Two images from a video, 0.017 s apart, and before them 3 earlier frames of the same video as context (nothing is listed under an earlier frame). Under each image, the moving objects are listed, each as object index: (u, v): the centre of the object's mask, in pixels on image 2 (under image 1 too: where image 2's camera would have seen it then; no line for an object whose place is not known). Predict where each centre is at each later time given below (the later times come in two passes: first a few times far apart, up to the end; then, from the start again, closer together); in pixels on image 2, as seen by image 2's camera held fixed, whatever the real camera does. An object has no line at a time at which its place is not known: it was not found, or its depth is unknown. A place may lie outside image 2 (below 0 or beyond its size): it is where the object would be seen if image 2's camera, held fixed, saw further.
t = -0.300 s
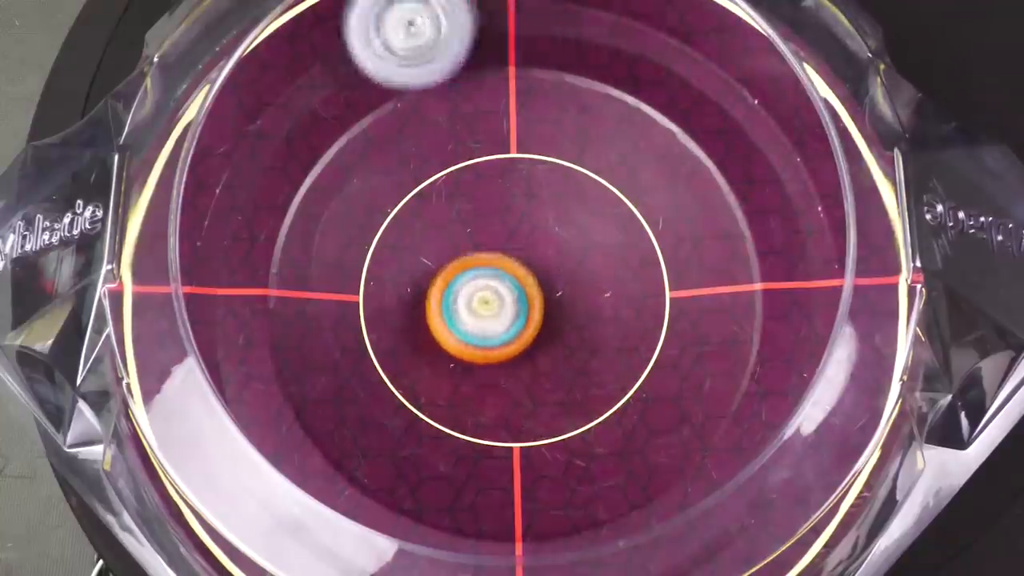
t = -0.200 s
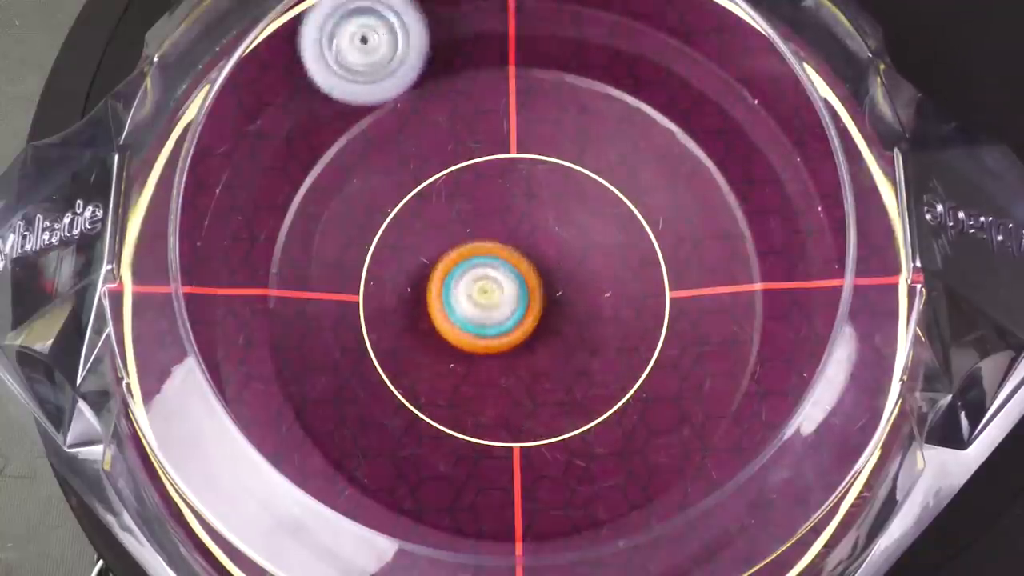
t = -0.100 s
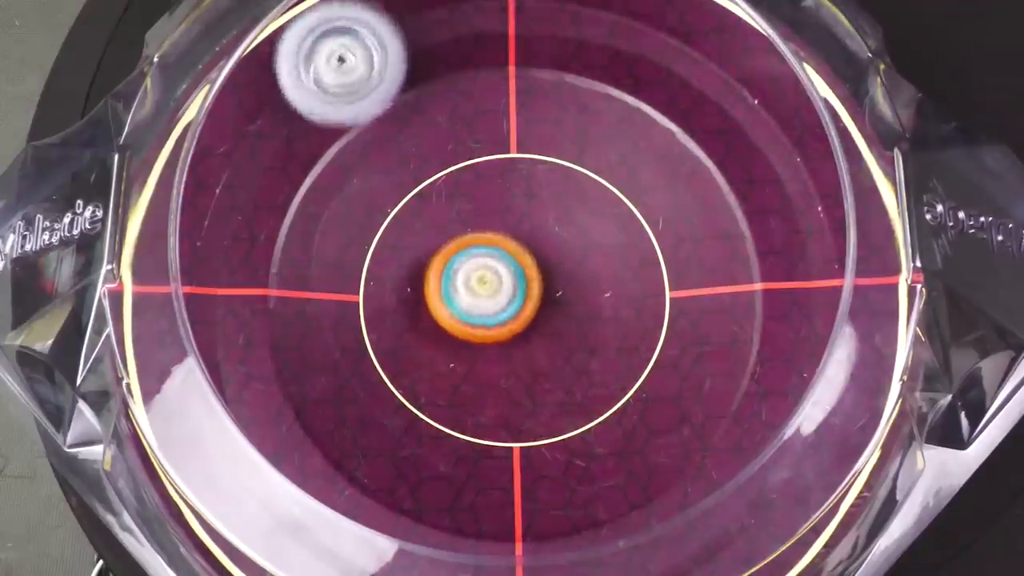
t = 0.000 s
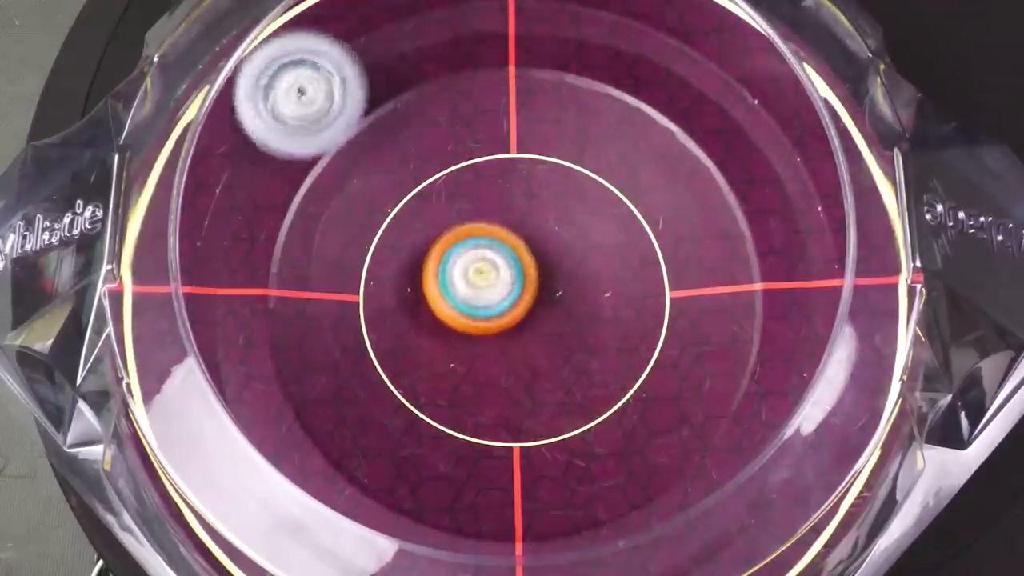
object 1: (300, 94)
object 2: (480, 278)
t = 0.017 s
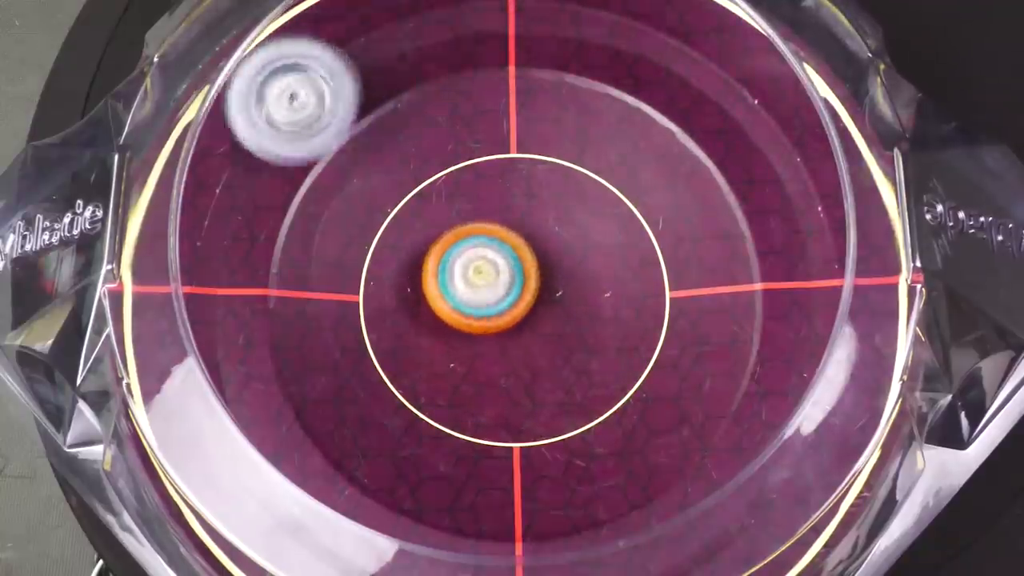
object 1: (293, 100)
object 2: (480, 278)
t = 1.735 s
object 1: (610, 543)
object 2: (547, 290)
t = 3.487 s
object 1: (564, 446)
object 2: (390, 190)
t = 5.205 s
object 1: (432, 238)
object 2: (553, 321)
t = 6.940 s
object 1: (429, 303)
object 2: (560, 276)
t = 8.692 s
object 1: (549, 329)
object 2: (447, 211)
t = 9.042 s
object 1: (573, 289)
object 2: (438, 251)
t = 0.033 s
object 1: (286, 106)
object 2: (480, 276)
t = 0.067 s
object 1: (273, 117)
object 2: (479, 274)
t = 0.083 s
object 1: (268, 123)
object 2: (479, 273)
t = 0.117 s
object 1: (263, 133)
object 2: (478, 271)
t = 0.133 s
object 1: (262, 137)
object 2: (479, 270)
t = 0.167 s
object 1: (258, 145)
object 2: (478, 268)
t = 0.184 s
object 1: (256, 150)
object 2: (478, 269)
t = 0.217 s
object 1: (250, 163)
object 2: (479, 266)
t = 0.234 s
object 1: (247, 172)
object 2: (479, 266)
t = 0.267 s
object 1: (241, 187)
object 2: (480, 265)
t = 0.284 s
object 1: (237, 195)
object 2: (480, 264)
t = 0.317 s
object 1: (228, 212)
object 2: (483, 264)
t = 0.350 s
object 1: (221, 229)
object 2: (483, 263)
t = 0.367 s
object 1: (217, 236)
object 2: (485, 262)
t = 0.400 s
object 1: (212, 253)
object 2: (485, 261)
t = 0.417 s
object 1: (210, 261)
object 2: (487, 261)
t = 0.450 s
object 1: (207, 275)
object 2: (488, 260)
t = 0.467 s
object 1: (207, 281)
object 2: (489, 261)
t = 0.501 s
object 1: (209, 294)
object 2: (491, 259)
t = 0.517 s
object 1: (210, 300)
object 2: (491, 259)
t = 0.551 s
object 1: (210, 316)
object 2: (494, 259)
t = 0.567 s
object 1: (212, 323)
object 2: (494, 259)
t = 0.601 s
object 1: (212, 340)
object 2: (497, 258)
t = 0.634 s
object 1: (212, 358)
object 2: (499, 258)
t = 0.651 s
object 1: (214, 366)
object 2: (500, 258)
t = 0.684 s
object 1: (218, 380)
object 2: (502, 258)
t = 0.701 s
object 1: (220, 387)
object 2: (504, 258)
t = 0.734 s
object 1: (225, 402)
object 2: (506, 257)
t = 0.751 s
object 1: (228, 408)
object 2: (508, 258)
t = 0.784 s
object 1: (236, 422)
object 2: (510, 257)
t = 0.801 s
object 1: (240, 430)
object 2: (511, 257)
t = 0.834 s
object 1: (248, 441)
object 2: (514, 257)
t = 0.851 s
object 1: (252, 448)
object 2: (514, 257)
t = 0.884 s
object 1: (260, 461)
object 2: (517, 257)
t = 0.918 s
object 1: (270, 475)
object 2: (519, 257)
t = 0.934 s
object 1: (279, 463)
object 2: (520, 257)
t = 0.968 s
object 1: (288, 495)
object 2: (521, 257)
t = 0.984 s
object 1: (294, 502)
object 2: (523, 257)
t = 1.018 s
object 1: (307, 510)
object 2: (524, 258)
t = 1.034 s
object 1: (313, 513)
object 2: (526, 258)
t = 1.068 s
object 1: (323, 518)
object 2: (526, 258)
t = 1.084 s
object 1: (329, 521)
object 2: (528, 259)
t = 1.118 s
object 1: (342, 527)
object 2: (529, 259)
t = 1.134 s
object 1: (349, 530)
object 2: (530, 260)
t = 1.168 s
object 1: (363, 535)
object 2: (532, 260)
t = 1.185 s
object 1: (369, 536)
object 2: (532, 261)
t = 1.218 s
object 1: (382, 538)
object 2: (534, 262)
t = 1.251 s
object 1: (395, 540)
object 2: (536, 263)
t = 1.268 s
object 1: (402, 541)
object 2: (536, 263)
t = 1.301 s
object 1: (419, 544)
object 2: (537, 266)
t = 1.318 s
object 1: (425, 545)
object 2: (538, 266)
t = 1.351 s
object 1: (441, 548)
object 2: (538, 268)
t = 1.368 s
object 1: (450, 548)
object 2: (539, 268)
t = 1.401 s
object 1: (462, 549)
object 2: (539, 271)
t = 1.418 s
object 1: (467, 549)
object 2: (541, 271)
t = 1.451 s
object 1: (483, 549)
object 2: (541, 273)
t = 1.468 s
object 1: (491, 549)
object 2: (542, 274)
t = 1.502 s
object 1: (508, 550)
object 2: (542, 275)
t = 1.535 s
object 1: (525, 550)
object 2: (544, 277)
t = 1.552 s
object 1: (533, 550)
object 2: (543, 278)
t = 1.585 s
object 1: (549, 550)
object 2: (545, 281)
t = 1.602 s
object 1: (556, 550)
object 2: (545, 281)
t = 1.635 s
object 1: (571, 549)
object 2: (546, 284)
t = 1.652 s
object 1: (576, 549)
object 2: (546, 285)
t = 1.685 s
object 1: (590, 547)
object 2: (547, 287)
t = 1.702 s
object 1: (596, 546)
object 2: (547, 287)
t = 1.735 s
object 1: (610, 543)
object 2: (547, 290)
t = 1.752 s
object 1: (618, 542)
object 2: (547, 290)
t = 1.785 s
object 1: (634, 543)
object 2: (547, 293)
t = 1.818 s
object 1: (647, 540)
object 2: (546, 294)
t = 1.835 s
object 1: (652, 539)
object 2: (547, 295)
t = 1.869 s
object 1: (665, 536)
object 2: (546, 296)
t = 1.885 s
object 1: (671, 533)
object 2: (546, 298)
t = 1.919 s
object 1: (684, 530)
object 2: (545, 298)
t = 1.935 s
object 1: (689, 529)
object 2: (545, 300)
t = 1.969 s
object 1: (701, 525)
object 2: (545, 301)
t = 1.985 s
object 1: (707, 522)
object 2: (544, 302)
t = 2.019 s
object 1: (718, 516)
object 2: (544, 303)
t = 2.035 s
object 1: (723, 515)
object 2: (543, 305)
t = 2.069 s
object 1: (733, 508)
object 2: (543, 305)
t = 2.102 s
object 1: (741, 500)
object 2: (542, 307)
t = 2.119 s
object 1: (745, 495)
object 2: (541, 308)
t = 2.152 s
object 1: (751, 485)
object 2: (541, 309)
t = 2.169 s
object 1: (754, 481)
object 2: (540, 310)
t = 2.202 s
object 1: (760, 472)
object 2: (539, 311)
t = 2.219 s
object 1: (763, 466)
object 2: (538, 311)
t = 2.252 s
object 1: (767, 457)
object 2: (537, 313)
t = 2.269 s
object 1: (771, 455)
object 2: (536, 313)
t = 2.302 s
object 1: (771, 441)
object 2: (534, 315)
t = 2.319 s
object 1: (773, 437)
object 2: (533, 315)
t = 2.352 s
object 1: (776, 426)
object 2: (532, 316)
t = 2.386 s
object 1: (778, 414)
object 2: (529, 316)
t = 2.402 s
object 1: (779, 409)
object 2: (529, 317)
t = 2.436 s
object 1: (776, 396)
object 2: (527, 318)
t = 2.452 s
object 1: (767, 379)
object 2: (527, 319)
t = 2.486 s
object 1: (769, 370)
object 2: (524, 318)
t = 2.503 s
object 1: (770, 367)
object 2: (524, 319)
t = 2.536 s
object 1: (772, 358)
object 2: (522, 319)
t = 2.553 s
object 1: (773, 353)
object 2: (521, 320)
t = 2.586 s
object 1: (773, 346)
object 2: (519, 319)
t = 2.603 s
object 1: (773, 340)
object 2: (518, 320)
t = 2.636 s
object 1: (773, 331)
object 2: (516, 319)
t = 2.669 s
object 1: (772, 321)
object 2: (515, 320)
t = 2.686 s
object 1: (772, 316)
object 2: (514, 319)
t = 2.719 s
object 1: (768, 305)
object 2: (513, 320)
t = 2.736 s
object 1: (765, 302)
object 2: (512, 319)
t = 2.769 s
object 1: (755, 297)
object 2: (510, 319)
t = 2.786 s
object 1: (749, 297)
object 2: (509, 319)
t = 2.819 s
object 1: (731, 297)
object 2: (508, 318)
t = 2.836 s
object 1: (720, 299)
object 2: (507, 318)
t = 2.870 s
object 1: (696, 305)
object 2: (506, 317)
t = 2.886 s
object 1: (684, 309)
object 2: (504, 317)
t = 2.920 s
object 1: (656, 317)
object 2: (504, 316)
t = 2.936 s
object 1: (641, 320)
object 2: (502, 315)
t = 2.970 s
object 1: (612, 326)
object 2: (497, 314)
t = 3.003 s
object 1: (602, 331)
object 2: (482, 309)
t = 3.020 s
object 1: (599, 338)
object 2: (474, 305)
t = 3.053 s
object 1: (591, 351)
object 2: (459, 295)
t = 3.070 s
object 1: (585, 355)
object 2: (454, 290)
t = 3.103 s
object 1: (570, 360)
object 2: (447, 286)
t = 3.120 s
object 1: (562, 362)
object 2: (445, 285)
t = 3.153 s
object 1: (543, 360)
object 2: (445, 285)
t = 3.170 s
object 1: (537, 357)
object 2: (444, 286)
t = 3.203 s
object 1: (550, 374)
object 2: (425, 258)
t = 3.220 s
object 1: (556, 385)
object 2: (415, 244)
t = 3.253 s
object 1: (567, 401)
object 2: (401, 218)
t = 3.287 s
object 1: (573, 415)
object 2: (392, 200)
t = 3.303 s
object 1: (575, 422)
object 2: (389, 193)
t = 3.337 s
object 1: (579, 433)
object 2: (387, 185)
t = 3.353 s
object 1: (581, 438)
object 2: (386, 184)
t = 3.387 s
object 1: (581, 445)
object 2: (386, 184)
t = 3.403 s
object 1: (579, 448)
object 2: (386, 184)
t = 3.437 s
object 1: (576, 450)
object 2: (386, 186)
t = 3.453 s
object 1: (573, 450)
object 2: (387, 187)
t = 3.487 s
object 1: (564, 446)
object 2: (390, 190)
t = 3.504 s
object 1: (559, 440)
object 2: (391, 191)
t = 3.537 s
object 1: (551, 427)
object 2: (395, 193)
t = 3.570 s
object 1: (545, 409)
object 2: (400, 196)
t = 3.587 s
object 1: (542, 399)
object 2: (402, 198)
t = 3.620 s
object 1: (538, 378)
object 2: (407, 201)
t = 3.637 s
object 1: (537, 369)
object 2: (411, 203)
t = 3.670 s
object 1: (532, 347)
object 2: (417, 207)
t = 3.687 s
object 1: (531, 335)
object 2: (421, 209)
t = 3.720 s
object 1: (530, 311)
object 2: (428, 214)
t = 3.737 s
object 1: (529, 300)
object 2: (431, 216)
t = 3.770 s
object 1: (537, 280)
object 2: (436, 219)
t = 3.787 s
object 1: (543, 273)
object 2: (434, 220)
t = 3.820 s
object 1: (558, 264)
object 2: (434, 223)
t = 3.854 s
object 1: (571, 255)
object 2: (438, 227)
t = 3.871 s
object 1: (578, 251)
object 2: (442, 231)
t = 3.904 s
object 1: (590, 245)
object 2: (448, 236)
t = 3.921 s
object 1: (595, 242)
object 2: (452, 238)
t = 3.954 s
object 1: (605, 238)
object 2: (460, 245)
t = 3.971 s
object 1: (609, 236)
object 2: (463, 249)
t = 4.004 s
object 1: (616, 232)
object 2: (471, 255)
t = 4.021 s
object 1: (620, 230)
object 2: (476, 258)
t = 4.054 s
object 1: (626, 227)
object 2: (485, 263)
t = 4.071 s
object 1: (628, 226)
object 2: (489, 265)
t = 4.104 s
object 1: (631, 225)
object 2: (497, 269)
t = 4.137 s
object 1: (631, 224)
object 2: (504, 273)
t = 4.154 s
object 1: (630, 223)
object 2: (507, 274)
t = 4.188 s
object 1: (629, 222)
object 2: (515, 276)
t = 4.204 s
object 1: (628, 223)
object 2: (517, 279)
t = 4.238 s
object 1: (632, 219)
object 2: (511, 286)
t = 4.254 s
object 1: (633, 216)
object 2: (510, 291)
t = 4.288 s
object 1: (633, 214)
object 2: (508, 298)
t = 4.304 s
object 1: (631, 213)
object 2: (508, 301)
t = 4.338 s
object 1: (626, 215)
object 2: (512, 306)
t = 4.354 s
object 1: (622, 217)
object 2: (514, 309)
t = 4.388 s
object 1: (610, 221)
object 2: (519, 313)
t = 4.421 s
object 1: (604, 219)
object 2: (515, 323)
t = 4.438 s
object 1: (606, 216)
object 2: (508, 330)
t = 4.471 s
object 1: (606, 211)
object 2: (497, 343)
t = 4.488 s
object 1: (606, 208)
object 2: (493, 350)
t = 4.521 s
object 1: (604, 204)
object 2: (489, 362)
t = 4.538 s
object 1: (602, 203)
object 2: (489, 367)
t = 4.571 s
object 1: (598, 202)
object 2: (492, 376)
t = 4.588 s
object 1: (595, 203)
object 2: (495, 380)
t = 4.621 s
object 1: (587, 205)
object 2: (505, 386)
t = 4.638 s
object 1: (584, 207)
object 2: (511, 389)
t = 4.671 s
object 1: (574, 213)
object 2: (520, 391)
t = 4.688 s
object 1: (568, 216)
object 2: (524, 391)
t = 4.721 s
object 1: (554, 222)
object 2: (530, 390)
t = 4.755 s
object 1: (540, 227)
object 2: (536, 387)
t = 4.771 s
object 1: (532, 230)
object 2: (539, 385)
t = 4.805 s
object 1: (517, 235)
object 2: (543, 382)
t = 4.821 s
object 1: (508, 238)
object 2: (546, 380)
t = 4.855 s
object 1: (494, 241)
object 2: (550, 376)
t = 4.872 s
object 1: (489, 243)
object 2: (552, 374)
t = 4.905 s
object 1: (476, 245)
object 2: (555, 370)
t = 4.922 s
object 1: (470, 246)
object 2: (557, 367)
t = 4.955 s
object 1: (461, 245)
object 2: (559, 362)
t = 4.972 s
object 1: (456, 245)
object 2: (560, 359)
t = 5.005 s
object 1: (449, 245)
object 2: (561, 354)
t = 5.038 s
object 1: (443, 244)
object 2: (562, 348)
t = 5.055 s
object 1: (439, 243)
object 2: (561, 345)
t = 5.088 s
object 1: (436, 241)
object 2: (561, 340)
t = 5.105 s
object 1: (435, 241)
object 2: (560, 337)
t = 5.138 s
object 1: (431, 239)
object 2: (558, 332)
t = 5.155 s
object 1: (431, 239)
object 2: (557, 329)
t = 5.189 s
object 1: (431, 238)
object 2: (554, 324)
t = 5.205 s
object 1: (432, 238)
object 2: (553, 321)
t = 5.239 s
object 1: (436, 239)
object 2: (550, 317)
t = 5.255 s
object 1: (440, 240)
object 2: (548, 314)
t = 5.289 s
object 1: (448, 245)
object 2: (548, 313)
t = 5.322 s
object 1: (439, 242)
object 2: (564, 320)
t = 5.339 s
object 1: (435, 238)
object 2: (569, 322)
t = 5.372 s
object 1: (430, 233)
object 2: (579, 324)
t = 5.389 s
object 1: (427, 232)
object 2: (583, 324)
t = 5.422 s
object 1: (426, 227)
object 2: (585, 320)
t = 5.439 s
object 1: (428, 227)
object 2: (584, 317)
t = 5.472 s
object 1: (432, 228)
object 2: (583, 311)
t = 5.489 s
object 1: (436, 230)
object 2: (583, 309)
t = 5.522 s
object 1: (445, 235)
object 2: (581, 303)
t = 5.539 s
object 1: (450, 238)
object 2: (578, 301)
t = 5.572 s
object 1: (462, 246)
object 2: (576, 296)
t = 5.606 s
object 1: (463, 254)
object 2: (582, 296)
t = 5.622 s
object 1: (459, 257)
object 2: (589, 296)
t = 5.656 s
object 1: (455, 263)
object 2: (595, 295)
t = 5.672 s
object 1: (452, 266)
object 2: (594, 293)
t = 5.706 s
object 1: (448, 271)
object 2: (593, 290)
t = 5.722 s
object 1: (447, 273)
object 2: (593, 287)
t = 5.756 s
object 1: (445, 278)
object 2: (590, 283)
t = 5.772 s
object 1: (443, 280)
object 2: (588, 282)
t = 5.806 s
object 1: (444, 283)
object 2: (583, 280)
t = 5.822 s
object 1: (445, 287)
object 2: (582, 277)
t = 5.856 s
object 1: (448, 289)
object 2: (577, 275)
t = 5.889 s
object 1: (453, 293)
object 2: (574, 273)
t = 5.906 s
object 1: (452, 295)
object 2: (573, 272)
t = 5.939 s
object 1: (452, 299)
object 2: (575, 270)
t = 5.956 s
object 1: (450, 302)
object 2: (577, 268)
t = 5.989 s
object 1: (444, 304)
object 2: (577, 266)
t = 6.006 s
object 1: (444, 305)
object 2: (577, 265)
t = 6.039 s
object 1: (441, 307)
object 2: (573, 263)
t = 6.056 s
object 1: (442, 304)
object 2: (570, 263)
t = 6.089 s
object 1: (447, 303)
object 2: (566, 263)
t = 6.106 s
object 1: (449, 303)
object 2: (565, 262)
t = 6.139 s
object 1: (450, 301)
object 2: (565, 262)
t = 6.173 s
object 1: (448, 302)
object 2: (570, 263)
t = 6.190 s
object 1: (448, 300)
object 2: (570, 263)
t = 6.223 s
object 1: (450, 297)
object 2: (568, 263)
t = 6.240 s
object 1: (452, 297)
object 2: (568, 263)
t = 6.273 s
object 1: (445, 297)
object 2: (574, 261)
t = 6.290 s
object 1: (441, 296)
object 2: (577, 261)
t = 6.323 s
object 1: (438, 295)
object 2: (578, 261)
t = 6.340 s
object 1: (437, 294)
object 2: (577, 260)
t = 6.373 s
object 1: (439, 288)
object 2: (575, 261)
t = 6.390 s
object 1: (441, 287)
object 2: (574, 261)
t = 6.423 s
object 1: (446, 284)
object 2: (571, 263)
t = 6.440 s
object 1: (451, 282)
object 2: (571, 264)
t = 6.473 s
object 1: (456, 286)
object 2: (577, 263)
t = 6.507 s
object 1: (461, 291)
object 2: (577, 263)
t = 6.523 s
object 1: (463, 294)
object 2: (579, 262)
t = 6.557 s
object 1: (462, 300)
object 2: (578, 261)
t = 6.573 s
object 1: (461, 301)
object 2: (578, 260)
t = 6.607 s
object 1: (460, 307)
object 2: (575, 262)
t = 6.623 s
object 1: (459, 309)
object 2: (574, 263)
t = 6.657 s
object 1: (458, 312)
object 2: (571, 264)
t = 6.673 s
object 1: (457, 313)
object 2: (569, 266)
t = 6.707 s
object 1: (457, 315)
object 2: (566, 269)
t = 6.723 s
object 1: (456, 316)
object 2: (566, 269)
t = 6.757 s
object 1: (452, 319)
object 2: (564, 270)
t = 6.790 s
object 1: (449, 319)
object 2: (561, 272)
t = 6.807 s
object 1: (448, 319)
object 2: (559, 273)
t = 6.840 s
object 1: (446, 315)
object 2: (558, 275)
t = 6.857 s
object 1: (442, 315)
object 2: (559, 275)
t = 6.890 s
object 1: (433, 311)
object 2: (563, 276)
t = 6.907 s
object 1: (431, 308)
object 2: (562, 276)
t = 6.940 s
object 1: (429, 303)
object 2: (560, 276)
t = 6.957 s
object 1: (430, 299)
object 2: (559, 277)
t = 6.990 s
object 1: (436, 293)
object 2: (556, 279)
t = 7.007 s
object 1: (431, 290)
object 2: (564, 281)
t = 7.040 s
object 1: (401, 285)
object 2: (601, 277)
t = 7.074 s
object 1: (379, 279)
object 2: (636, 275)
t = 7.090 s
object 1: (370, 278)
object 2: (646, 274)
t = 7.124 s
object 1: (359, 271)
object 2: (664, 274)
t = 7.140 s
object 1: (355, 268)
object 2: (667, 274)
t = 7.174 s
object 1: (350, 261)
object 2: (670, 273)
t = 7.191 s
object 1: (348, 258)
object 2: (669, 273)
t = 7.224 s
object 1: (348, 250)
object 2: (667, 271)
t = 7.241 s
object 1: (350, 247)
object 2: (665, 272)
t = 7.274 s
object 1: (359, 242)
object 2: (661, 271)
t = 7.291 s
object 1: (365, 241)
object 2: (658, 272)
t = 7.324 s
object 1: (380, 240)
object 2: (653, 271)
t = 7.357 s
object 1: (396, 242)
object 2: (645, 273)
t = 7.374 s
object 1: (407, 241)
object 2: (642, 273)
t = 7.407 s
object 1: (424, 247)
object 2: (634, 274)
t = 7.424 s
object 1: (436, 247)
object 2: (631, 274)
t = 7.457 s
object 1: (455, 252)
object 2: (621, 275)
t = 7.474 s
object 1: (467, 253)
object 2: (618, 275)
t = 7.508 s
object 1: (484, 261)
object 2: (608, 276)
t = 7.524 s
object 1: (487, 262)
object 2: (611, 277)
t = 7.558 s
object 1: (471, 267)
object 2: (635, 274)
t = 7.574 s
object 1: (468, 270)
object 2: (643, 275)
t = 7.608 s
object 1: (461, 276)
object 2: (652, 274)
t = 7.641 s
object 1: (462, 283)
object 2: (654, 274)
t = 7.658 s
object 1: (467, 285)
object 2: (652, 273)
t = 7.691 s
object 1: (474, 290)
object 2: (647, 272)
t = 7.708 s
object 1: (481, 294)
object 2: (645, 270)
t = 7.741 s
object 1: (490, 299)
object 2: (640, 270)
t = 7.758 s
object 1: (494, 304)
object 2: (636, 269)
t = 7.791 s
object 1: (503, 311)
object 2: (630, 269)
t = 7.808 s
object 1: (505, 314)
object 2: (626, 268)
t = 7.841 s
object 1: (511, 323)
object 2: (621, 267)
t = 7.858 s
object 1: (509, 331)
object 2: (622, 263)
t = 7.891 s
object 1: (501, 342)
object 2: (624, 255)
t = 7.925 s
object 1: (498, 351)
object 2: (620, 252)
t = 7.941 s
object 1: (494, 352)
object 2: (616, 251)
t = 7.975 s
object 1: (487, 357)
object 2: (611, 249)
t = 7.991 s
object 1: (486, 357)
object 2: (607, 248)
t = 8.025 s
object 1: (478, 358)
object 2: (600, 246)
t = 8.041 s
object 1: (474, 360)
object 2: (595, 245)
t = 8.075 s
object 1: (469, 357)
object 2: (586, 244)
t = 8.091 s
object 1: (465, 351)
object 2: (580, 243)
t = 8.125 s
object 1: (463, 343)
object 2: (567, 244)
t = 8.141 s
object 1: (467, 337)
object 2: (561, 243)
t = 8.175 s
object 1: (469, 326)
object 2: (550, 244)
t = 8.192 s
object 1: (468, 331)
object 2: (546, 238)
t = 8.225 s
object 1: (465, 336)
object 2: (545, 220)
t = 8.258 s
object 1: (464, 337)
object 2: (539, 211)
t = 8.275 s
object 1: (460, 335)
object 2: (534, 205)
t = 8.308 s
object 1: (460, 332)
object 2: (522, 200)
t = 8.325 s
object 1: (464, 331)
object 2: (513, 199)
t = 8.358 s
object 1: (469, 325)
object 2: (501, 200)
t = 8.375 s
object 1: (468, 324)
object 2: (495, 200)
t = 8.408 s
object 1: (477, 319)
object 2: (485, 206)
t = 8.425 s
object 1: (483, 320)
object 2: (478, 202)
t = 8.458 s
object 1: (495, 326)
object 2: (468, 193)
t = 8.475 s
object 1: (496, 329)
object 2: (462, 192)
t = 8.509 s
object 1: (507, 333)
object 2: (455, 191)
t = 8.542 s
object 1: (514, 333)
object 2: (452, 193)
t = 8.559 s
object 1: (519, 331)
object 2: (450, 195)
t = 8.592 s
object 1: (527, 331)
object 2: (449, 198)
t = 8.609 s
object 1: (530, 334)
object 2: (449, 201)
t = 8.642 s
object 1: (539, 334)
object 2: (447, 204)
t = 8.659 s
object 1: (542, 330)
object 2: (448, 207)
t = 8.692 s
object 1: (549, 329)
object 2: (447, 211)
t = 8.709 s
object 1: (553, 331)
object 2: (448, 212)
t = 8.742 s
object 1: (559, 329)
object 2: (448, 217)
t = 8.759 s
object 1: (562, 325)
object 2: (448, 218)
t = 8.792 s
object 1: (567, 321)
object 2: (449, 223)
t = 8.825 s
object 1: (570, 318)
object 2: (449, 227)
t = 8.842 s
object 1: (571, 319)
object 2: (449, 229)
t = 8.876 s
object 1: (571, 316)
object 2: (450, 233)
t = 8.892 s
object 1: (570, 310)
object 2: (450, 236)
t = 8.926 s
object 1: (567, 305)
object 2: (451, 240)
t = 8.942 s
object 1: (565, 305)
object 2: (451, 244)
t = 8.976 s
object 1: (563, 298)
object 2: (452, 247)
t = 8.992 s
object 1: (565, 291)
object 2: (450, 248)
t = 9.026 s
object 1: (573, 287)
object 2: (441, 250)
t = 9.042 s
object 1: (573, 289)
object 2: (438, 251)
